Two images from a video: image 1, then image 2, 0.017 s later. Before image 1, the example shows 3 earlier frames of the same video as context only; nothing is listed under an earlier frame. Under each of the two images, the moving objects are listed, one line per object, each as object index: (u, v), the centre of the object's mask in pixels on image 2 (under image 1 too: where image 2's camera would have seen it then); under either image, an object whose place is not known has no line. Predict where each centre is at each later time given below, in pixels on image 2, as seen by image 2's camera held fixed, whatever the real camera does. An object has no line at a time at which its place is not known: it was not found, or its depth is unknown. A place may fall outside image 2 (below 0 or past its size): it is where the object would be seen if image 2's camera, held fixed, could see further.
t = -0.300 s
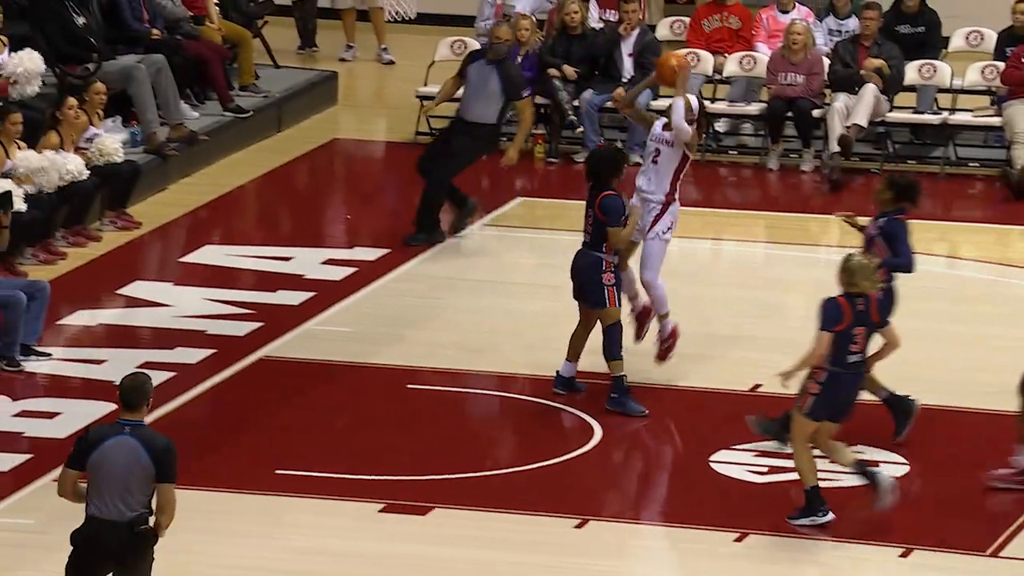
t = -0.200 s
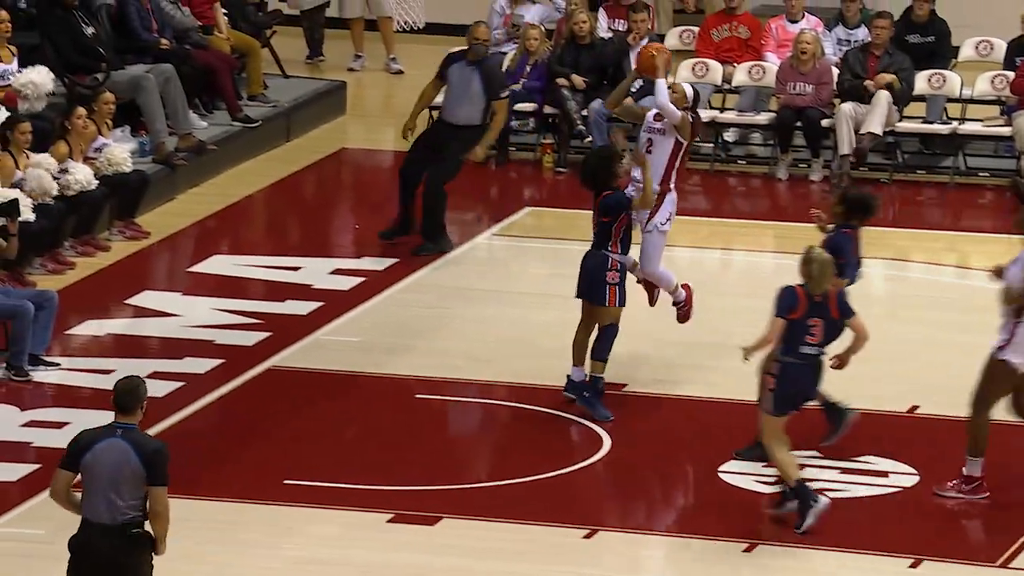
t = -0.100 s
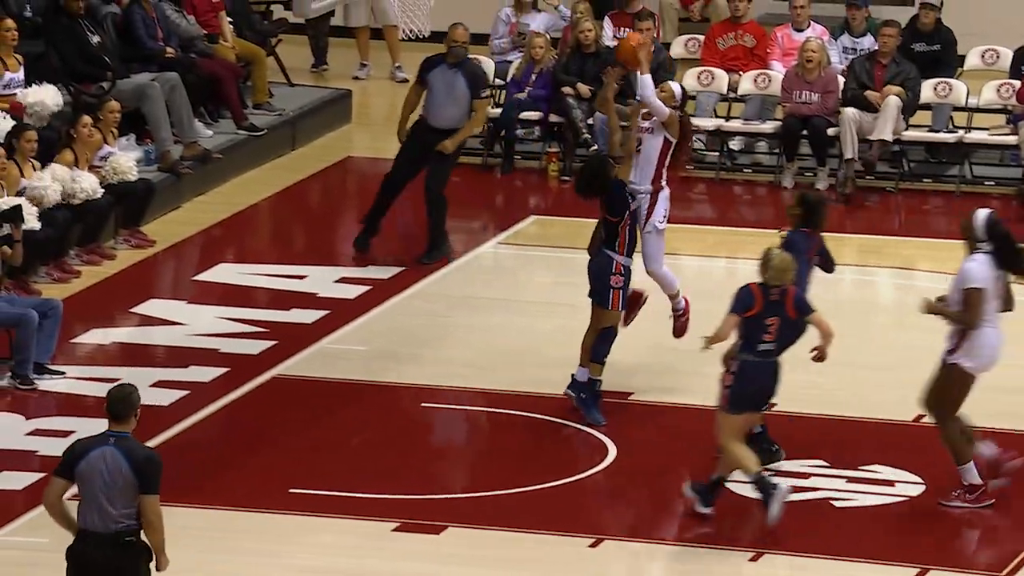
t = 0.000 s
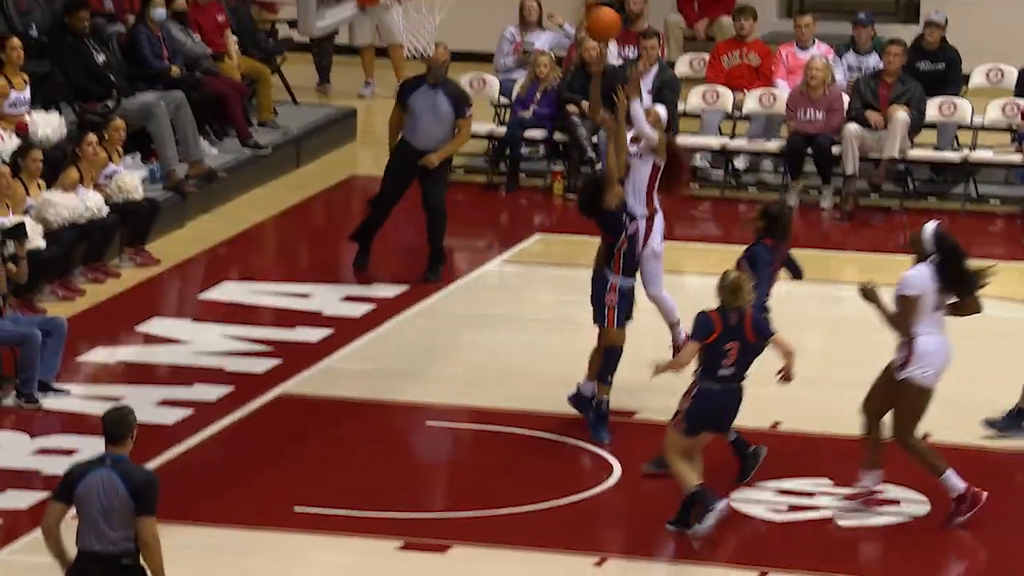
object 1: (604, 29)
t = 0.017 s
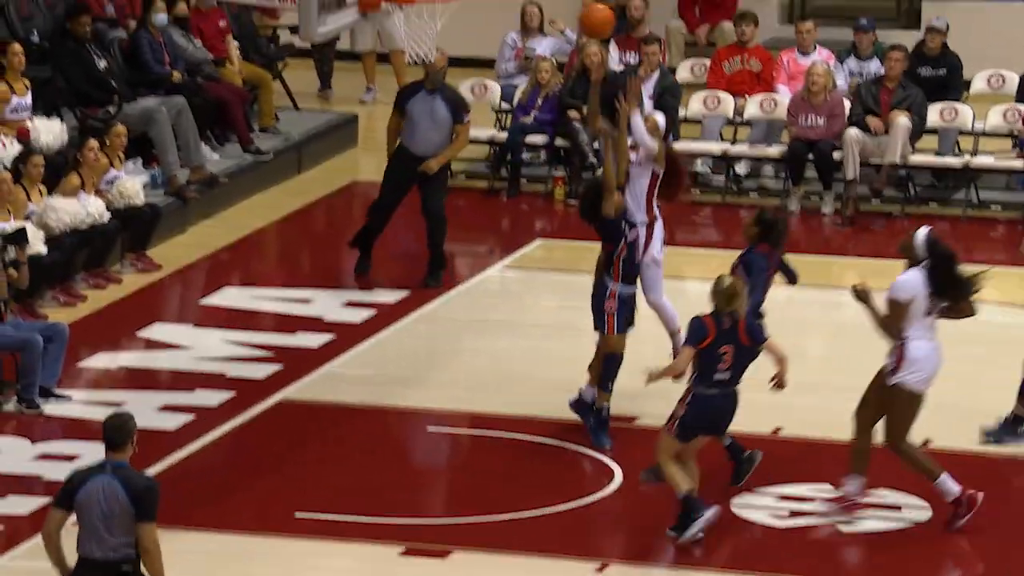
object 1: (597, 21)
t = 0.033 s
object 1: (590, 13)
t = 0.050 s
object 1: (582, 5)
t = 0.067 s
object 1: (575, -2)
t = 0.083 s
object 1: (568, -10)
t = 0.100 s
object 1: (560, -15)
